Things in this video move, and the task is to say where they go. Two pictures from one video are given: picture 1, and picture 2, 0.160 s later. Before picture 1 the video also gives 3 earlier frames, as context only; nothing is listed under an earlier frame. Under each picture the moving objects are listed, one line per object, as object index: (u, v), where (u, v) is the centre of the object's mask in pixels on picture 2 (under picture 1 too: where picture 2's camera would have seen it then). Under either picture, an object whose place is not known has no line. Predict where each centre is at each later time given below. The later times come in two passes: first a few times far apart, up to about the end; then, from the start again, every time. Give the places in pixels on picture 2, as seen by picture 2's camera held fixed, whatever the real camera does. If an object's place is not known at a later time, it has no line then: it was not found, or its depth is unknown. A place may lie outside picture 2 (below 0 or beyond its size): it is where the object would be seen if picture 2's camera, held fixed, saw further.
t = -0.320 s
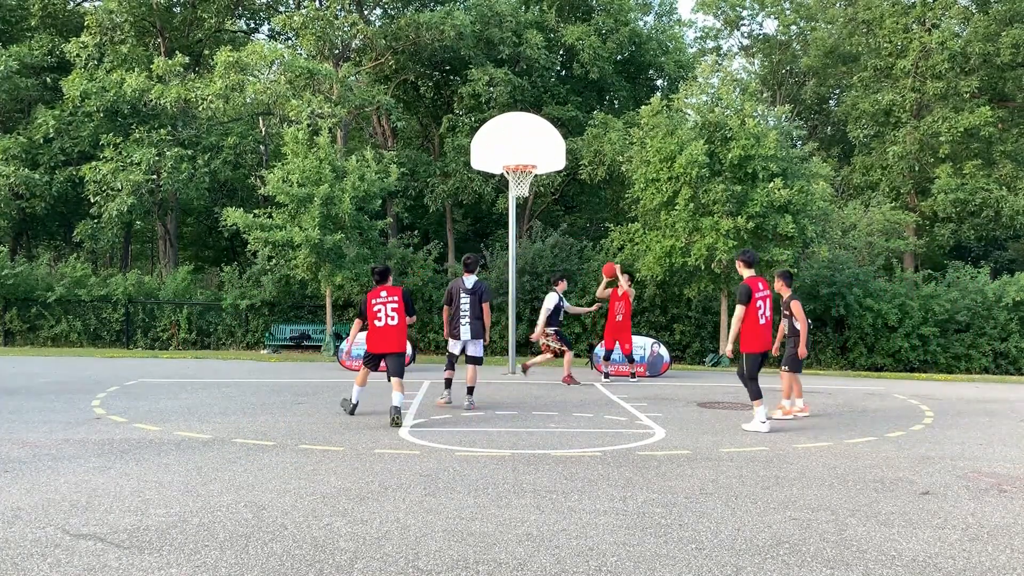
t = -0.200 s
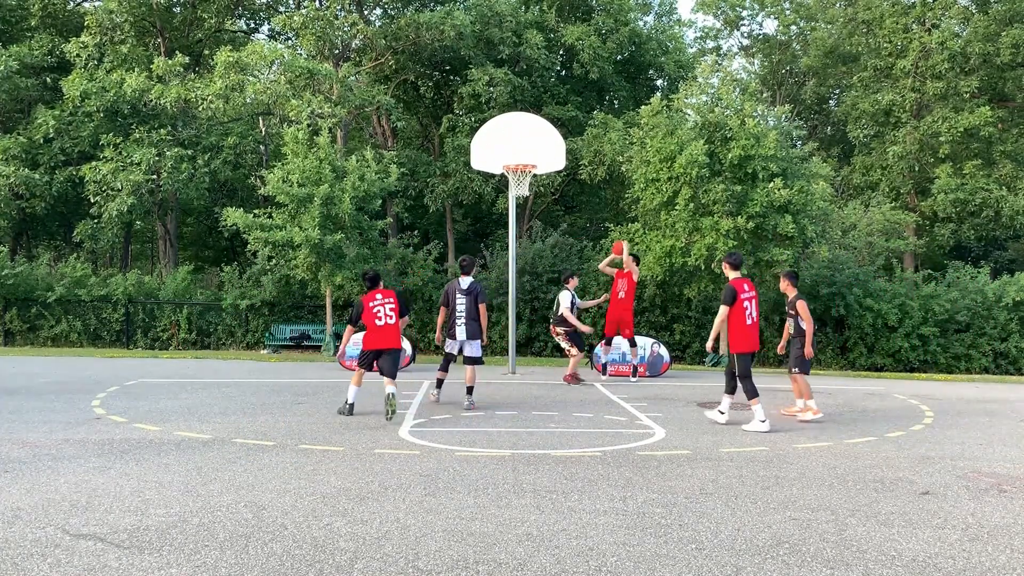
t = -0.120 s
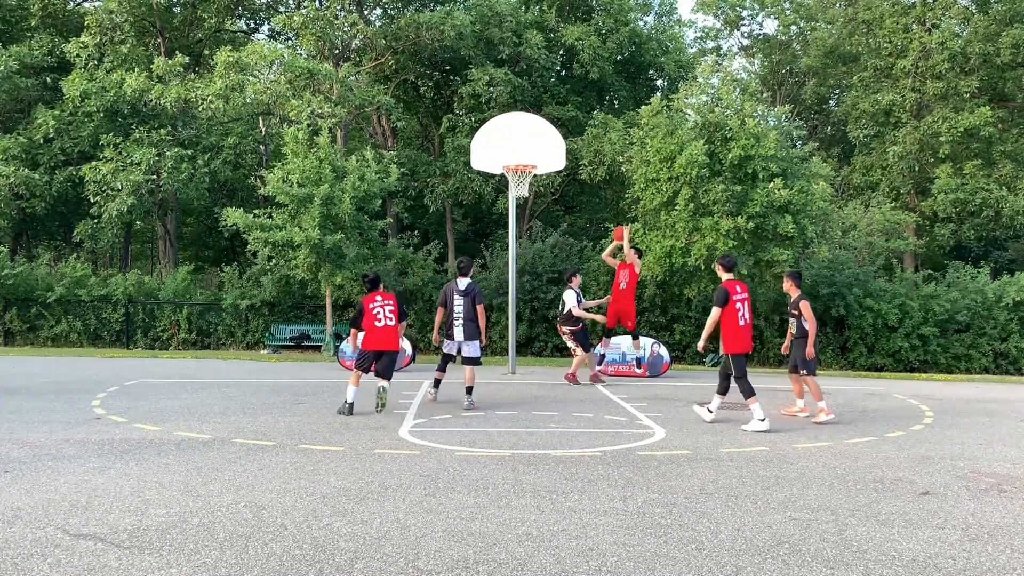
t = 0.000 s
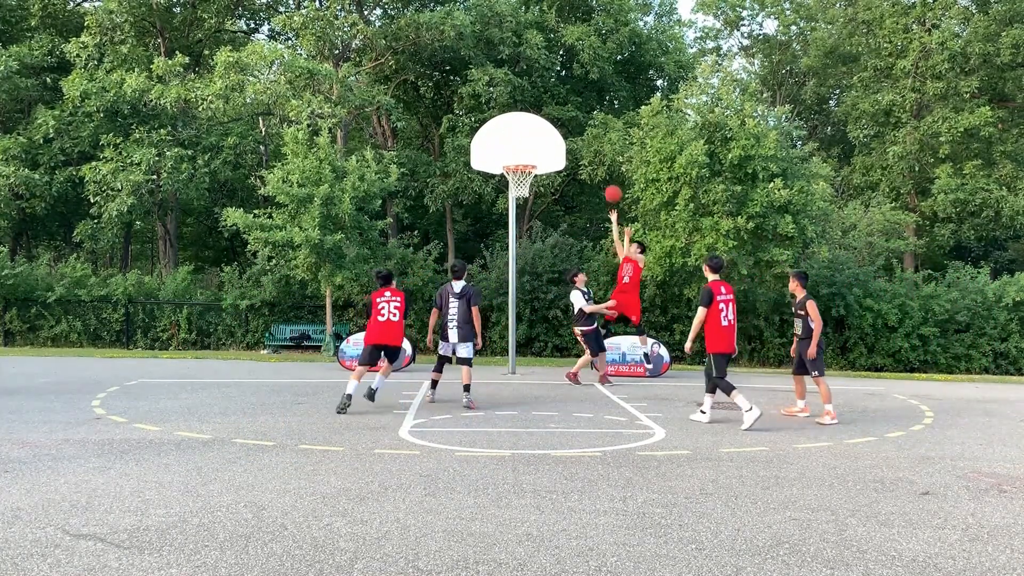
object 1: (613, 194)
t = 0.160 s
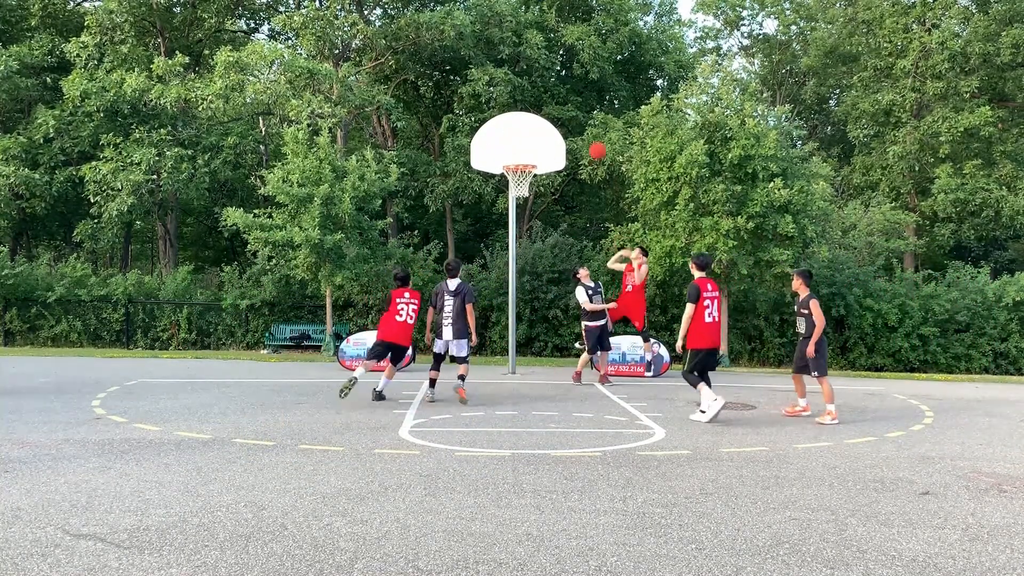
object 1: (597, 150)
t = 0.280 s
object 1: (586, 127)
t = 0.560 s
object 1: (556, 108)
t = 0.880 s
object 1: (522, 153)
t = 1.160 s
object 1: (522, 148)
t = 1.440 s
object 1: (534, 155)
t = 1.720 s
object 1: (531, 154)
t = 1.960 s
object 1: (521, 162)
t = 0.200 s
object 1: (592, 139)
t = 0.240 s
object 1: (589, 133)
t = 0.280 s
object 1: (586, 127)
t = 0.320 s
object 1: (580, 120)
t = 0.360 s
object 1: (578, 116)
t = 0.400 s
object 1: (572, 111)
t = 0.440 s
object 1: (569, 109)
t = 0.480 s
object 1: (565, 108)
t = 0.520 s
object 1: (560, 108)
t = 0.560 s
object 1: (556, 108)
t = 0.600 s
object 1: (551, 110)
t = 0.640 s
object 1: (548, 112)
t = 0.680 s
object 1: (545, 116)
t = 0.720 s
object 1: (539, 123)
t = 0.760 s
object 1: (535, 128)
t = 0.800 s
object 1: (530, 138)
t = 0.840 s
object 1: (526, 145)
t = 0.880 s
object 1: (522, 153)
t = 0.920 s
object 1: (518, 158)
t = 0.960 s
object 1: (517, 159)
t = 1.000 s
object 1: (514, 159)
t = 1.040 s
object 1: (515, 157)
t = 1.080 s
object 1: (517, 154)
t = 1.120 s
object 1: (520, 150)
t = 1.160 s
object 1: (522, 148)
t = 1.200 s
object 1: (523, 147)
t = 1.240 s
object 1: (526, 147)
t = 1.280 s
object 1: (528, 148)
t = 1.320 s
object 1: (530, 150)
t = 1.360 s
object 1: (532, 153)
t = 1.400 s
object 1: (534, 157)
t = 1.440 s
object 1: (534, 155)
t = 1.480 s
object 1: (534, 152)
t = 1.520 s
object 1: (533, 149)
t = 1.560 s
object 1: (533, 148)
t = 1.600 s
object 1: (533, 148)
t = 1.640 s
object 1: (532, 149)
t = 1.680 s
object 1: (532, 150)
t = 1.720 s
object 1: (531, 154)
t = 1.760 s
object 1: (531, 157)
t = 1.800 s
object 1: (530, 158)
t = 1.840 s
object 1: (527, 158)
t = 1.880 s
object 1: (525, 159)
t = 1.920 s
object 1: (522, 160)
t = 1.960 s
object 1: (521, 162)
